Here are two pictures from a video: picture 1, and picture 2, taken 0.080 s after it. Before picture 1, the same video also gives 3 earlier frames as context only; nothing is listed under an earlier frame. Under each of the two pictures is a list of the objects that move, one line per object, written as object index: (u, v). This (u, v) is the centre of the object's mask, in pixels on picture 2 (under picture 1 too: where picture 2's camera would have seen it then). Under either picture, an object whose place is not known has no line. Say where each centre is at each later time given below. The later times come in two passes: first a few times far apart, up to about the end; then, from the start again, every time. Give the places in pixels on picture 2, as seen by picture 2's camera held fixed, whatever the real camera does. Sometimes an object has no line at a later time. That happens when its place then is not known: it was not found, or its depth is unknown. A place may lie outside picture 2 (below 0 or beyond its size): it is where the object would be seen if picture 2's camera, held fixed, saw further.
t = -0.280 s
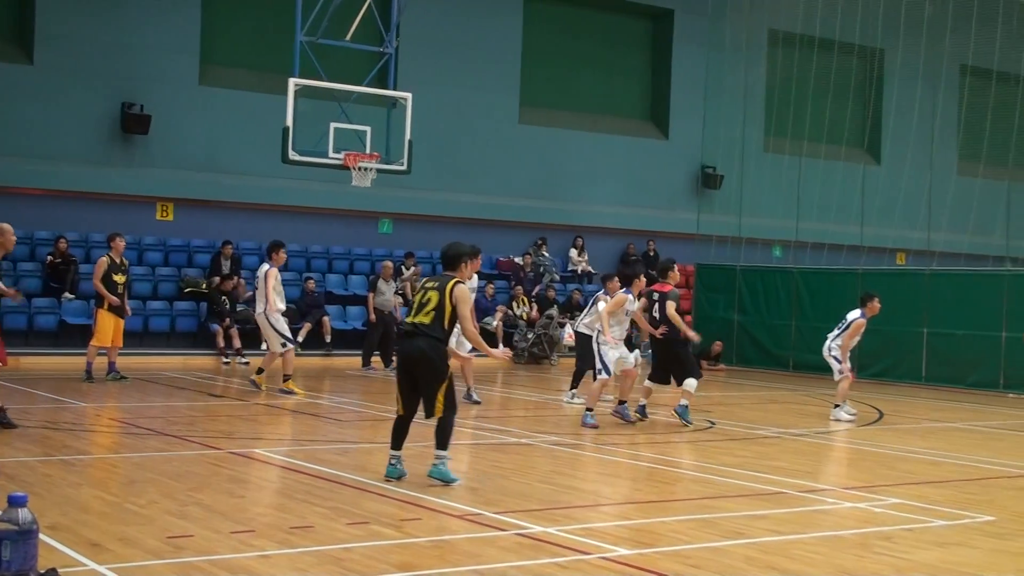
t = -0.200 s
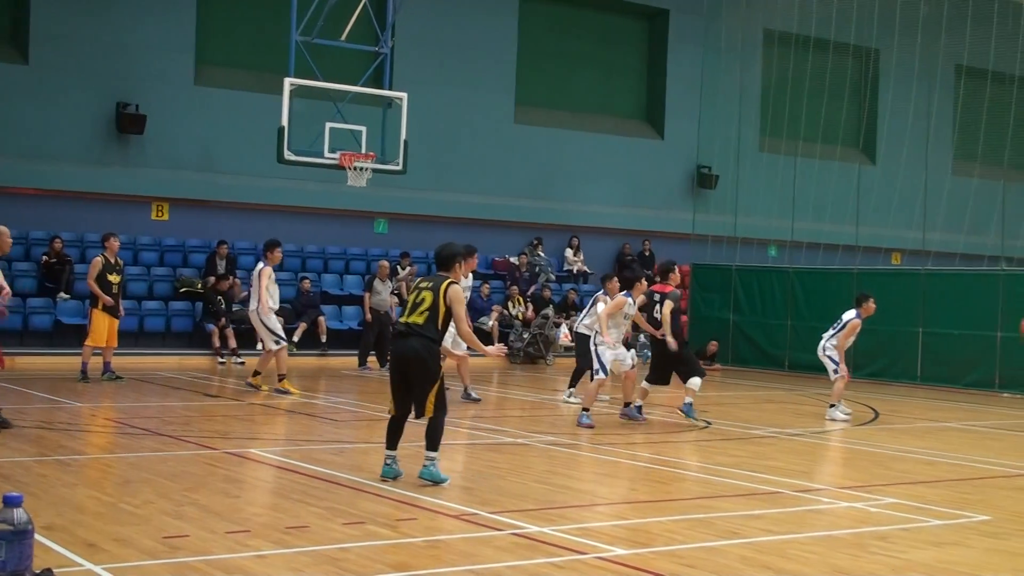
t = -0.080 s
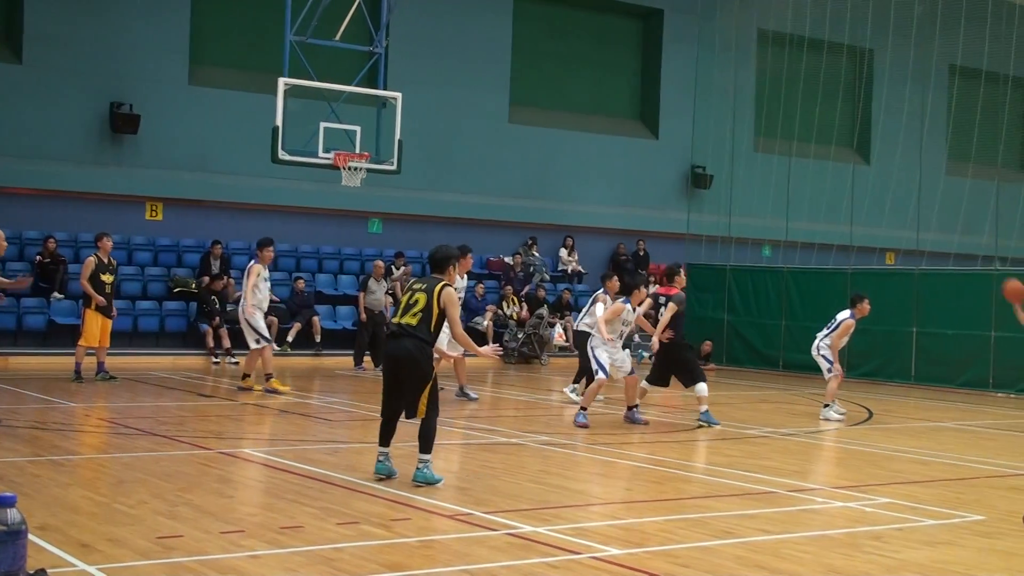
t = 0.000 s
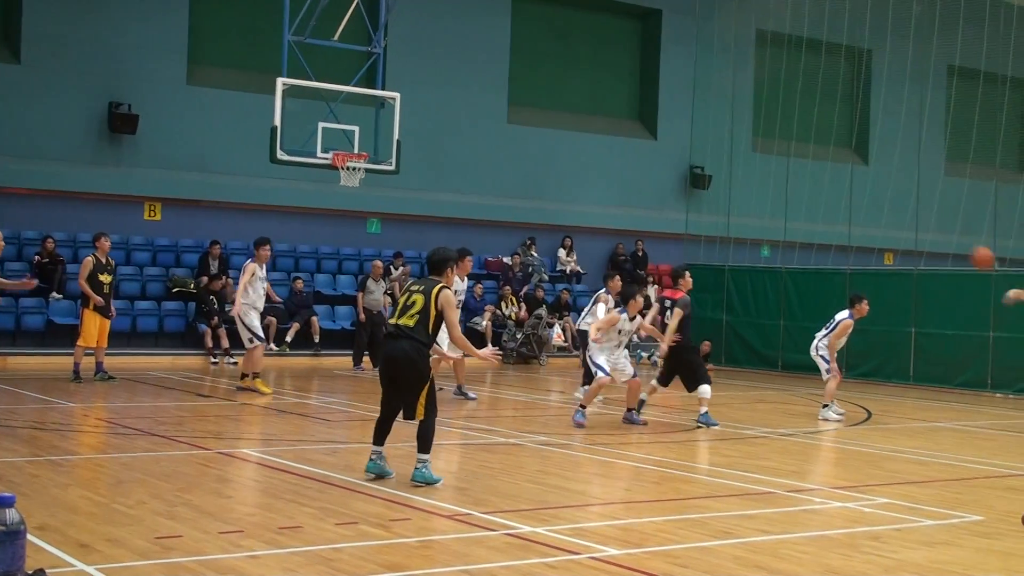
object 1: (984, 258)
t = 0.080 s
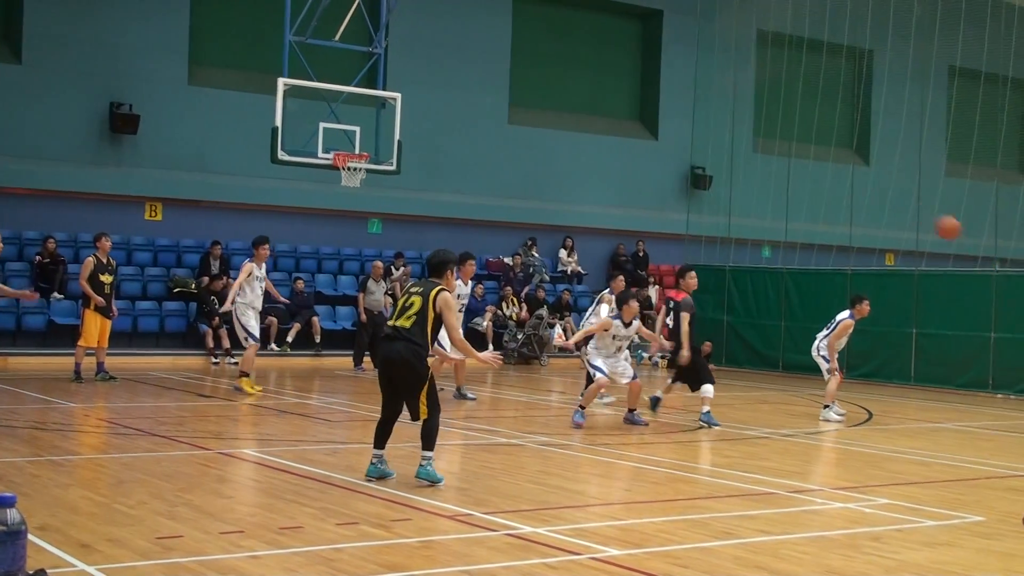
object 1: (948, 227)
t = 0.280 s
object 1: (850, 166)
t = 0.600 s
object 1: (651, 127)
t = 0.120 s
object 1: (930, 214)
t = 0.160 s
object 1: (911, 200)
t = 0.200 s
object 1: (891, 188)
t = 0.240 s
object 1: (870, 176)
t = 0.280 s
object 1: (850, 166)
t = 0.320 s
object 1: (828, 157)
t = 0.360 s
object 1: (806, 148)
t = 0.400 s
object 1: (783, 142)
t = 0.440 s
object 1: (758, 136)
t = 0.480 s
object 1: (733, 131)
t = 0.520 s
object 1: (707, 128)
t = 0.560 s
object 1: (679, 127)
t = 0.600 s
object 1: (651, 127)
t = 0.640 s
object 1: (620, 128)
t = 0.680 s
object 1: (589, 133)
